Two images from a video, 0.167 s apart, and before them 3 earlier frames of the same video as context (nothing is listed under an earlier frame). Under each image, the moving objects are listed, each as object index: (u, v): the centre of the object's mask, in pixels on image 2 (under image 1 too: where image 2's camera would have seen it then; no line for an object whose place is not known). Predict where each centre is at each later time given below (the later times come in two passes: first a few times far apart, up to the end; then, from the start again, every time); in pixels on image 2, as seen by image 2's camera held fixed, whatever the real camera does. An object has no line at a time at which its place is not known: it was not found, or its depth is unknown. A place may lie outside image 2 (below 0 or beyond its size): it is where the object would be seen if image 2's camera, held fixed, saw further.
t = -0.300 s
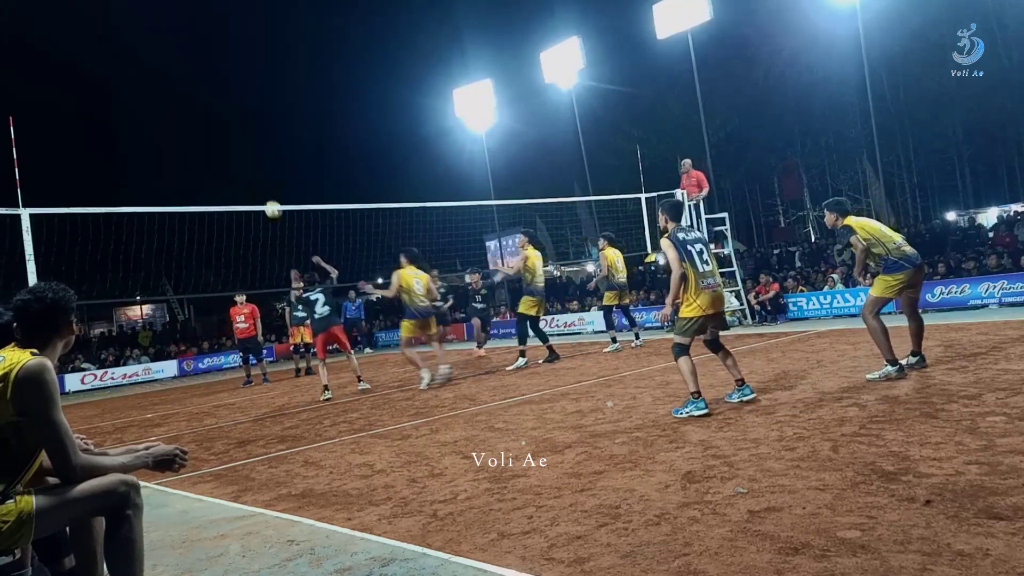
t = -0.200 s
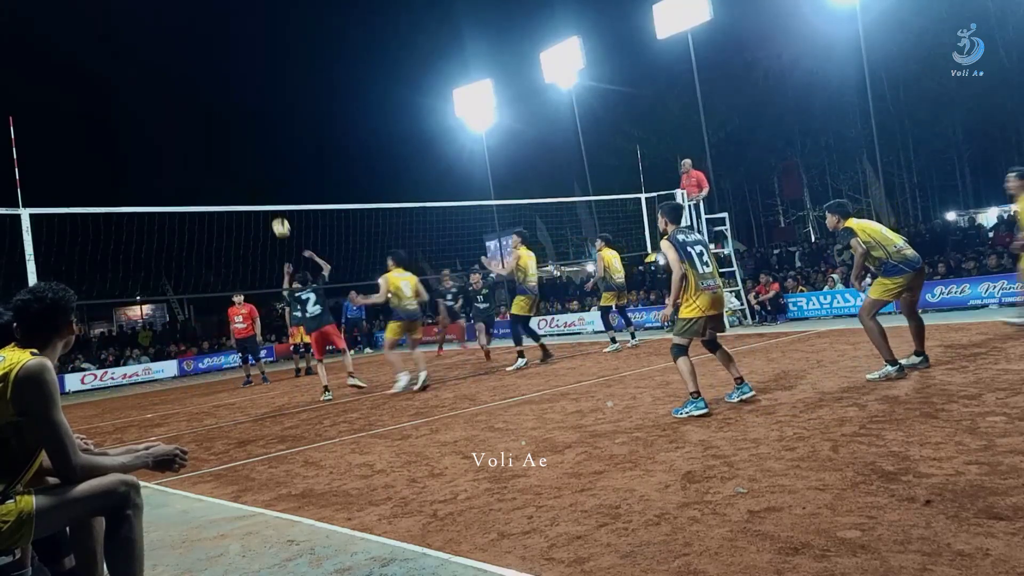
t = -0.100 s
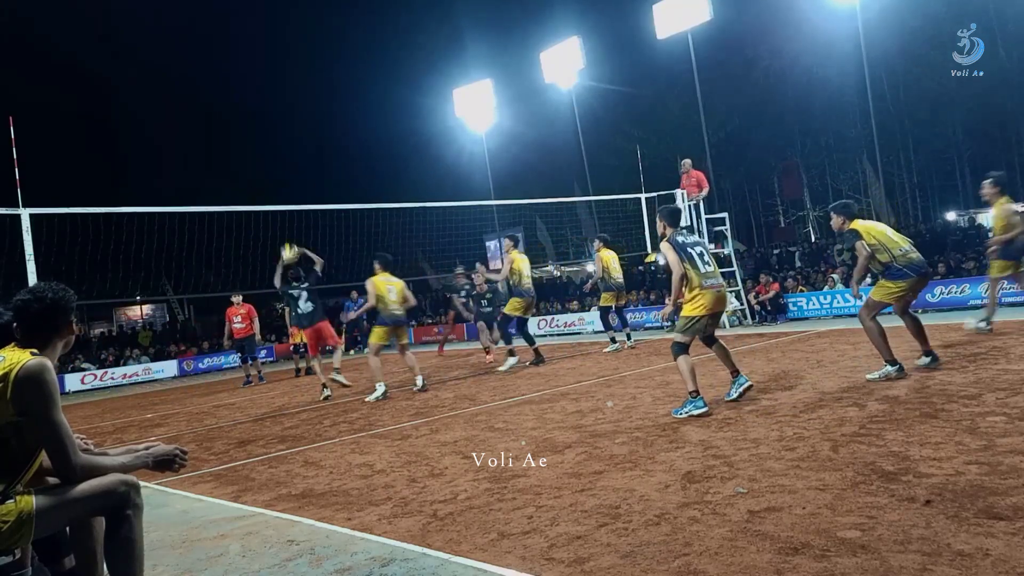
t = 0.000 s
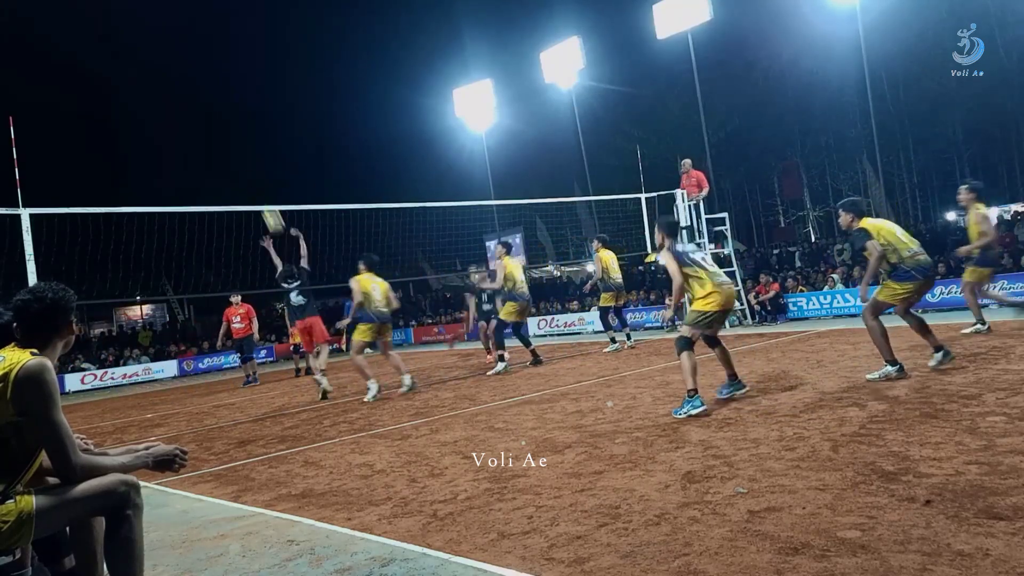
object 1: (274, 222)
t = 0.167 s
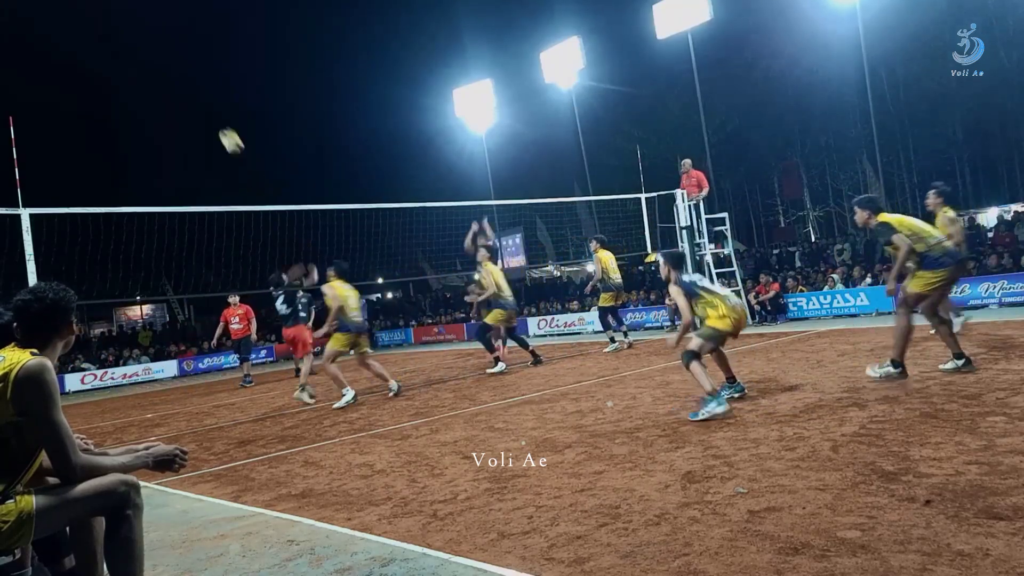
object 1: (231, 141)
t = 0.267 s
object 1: (207, 106)
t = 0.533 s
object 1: (151, 53)
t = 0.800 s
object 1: (102, 57)
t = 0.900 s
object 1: (85, 73)
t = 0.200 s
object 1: (223, 128)
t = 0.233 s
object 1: (215, 116)
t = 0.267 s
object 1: (207, 106)
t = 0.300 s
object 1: (200, 96)
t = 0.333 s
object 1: (192, 88)
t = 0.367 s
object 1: (185, 80)
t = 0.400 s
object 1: (178, 72)
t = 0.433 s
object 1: (171, 66)
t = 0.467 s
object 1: (164, 61)
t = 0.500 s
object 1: (157, 56)
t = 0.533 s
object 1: (151, 53)
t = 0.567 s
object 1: (144, 50)
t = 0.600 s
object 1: (138, 49)
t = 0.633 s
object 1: (131, 48)
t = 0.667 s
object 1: (125, 48)
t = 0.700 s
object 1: (119, 49)
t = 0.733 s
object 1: (113, 51)
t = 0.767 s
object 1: (108, 53)
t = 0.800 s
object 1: (102, 57)
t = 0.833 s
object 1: (96, 62)
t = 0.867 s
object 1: (91, 67)
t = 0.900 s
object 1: (85, 73)
